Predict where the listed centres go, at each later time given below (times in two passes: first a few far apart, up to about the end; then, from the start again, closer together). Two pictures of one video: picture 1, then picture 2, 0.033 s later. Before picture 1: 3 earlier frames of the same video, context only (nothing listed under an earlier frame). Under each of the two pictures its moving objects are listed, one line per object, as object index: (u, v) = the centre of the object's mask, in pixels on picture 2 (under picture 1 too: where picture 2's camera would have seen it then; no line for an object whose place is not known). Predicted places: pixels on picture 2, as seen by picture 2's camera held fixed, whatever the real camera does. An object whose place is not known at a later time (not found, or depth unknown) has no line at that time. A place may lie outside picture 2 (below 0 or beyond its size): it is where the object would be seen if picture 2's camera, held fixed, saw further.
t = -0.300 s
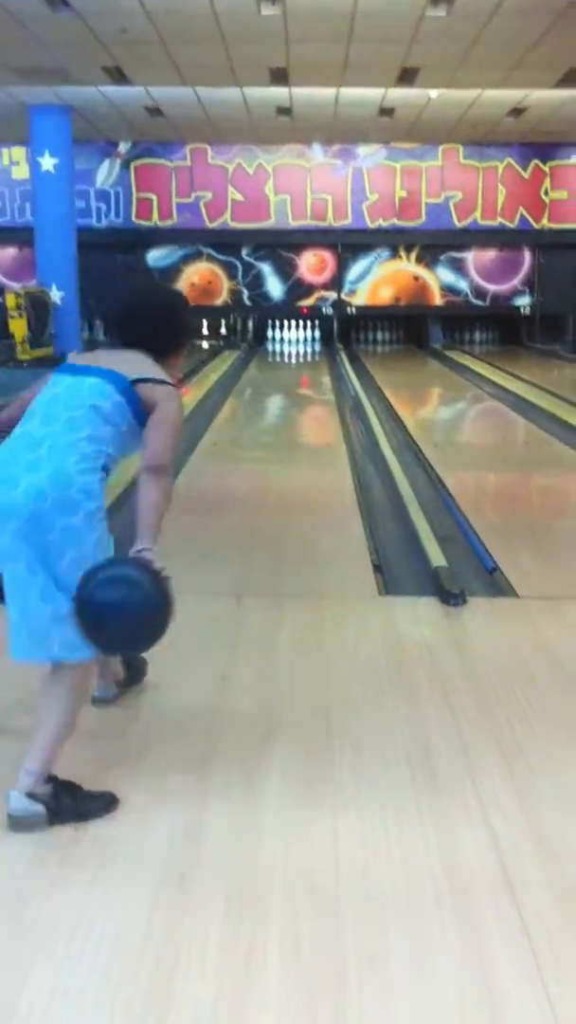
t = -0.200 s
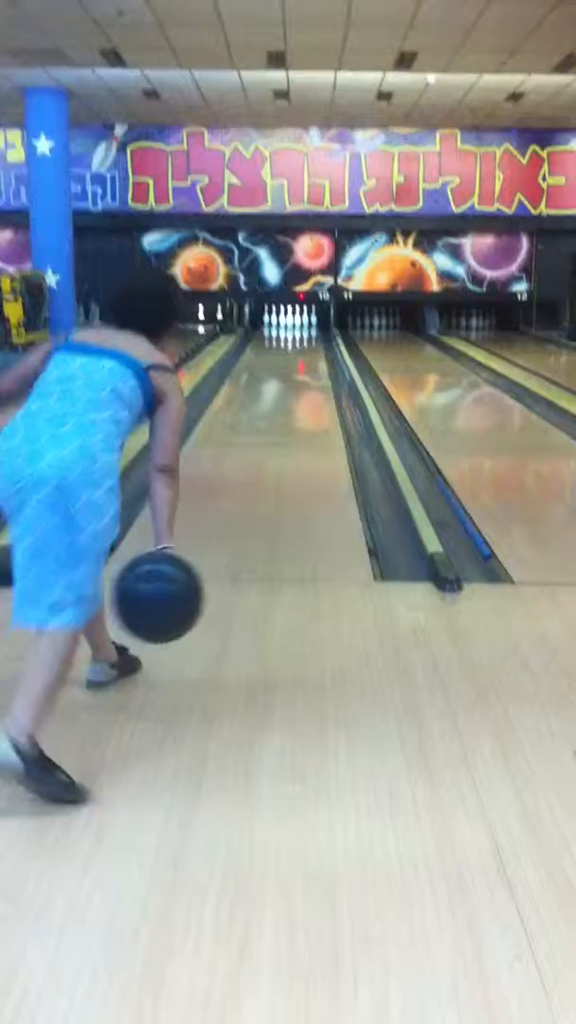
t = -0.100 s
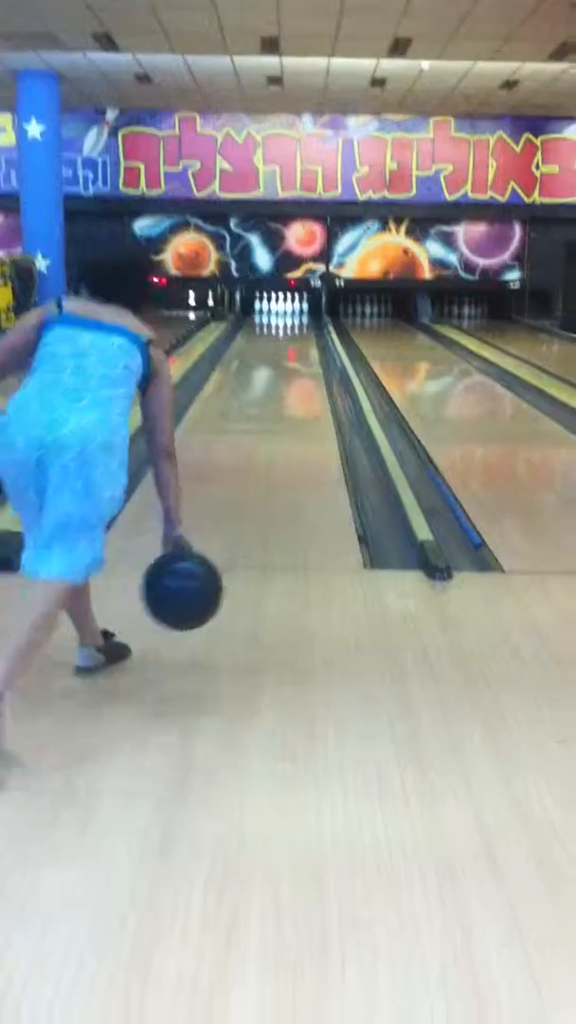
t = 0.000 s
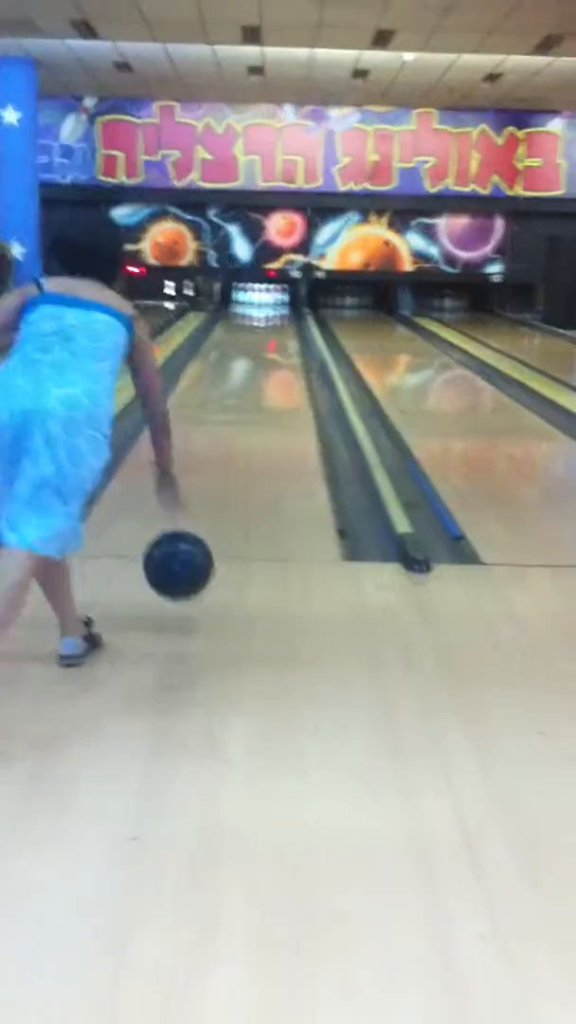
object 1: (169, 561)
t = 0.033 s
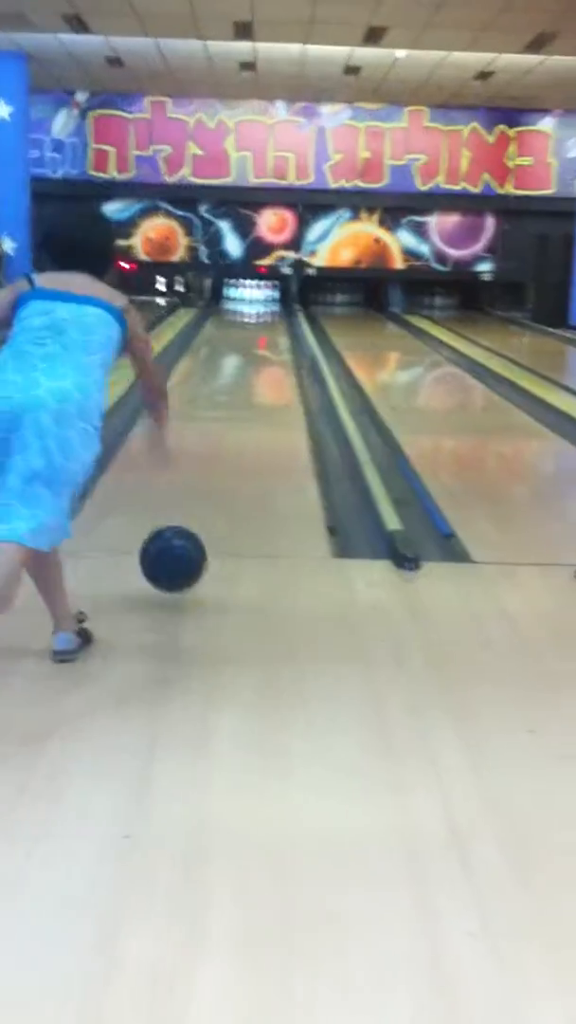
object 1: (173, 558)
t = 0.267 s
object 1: (199, 497)
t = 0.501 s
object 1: (211, 452)
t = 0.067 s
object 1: (178, 559)
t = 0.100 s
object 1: (183, 549)
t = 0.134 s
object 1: (187, 536)
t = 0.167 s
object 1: (190, 528)
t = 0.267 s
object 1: (199, 497)
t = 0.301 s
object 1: (201, 488)
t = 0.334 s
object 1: (203, 481)
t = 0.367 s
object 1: (205, 474)
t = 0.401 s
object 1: (207, 467)
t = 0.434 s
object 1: (208, 461)
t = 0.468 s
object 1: (209, 456)
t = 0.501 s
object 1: (211, 452)
